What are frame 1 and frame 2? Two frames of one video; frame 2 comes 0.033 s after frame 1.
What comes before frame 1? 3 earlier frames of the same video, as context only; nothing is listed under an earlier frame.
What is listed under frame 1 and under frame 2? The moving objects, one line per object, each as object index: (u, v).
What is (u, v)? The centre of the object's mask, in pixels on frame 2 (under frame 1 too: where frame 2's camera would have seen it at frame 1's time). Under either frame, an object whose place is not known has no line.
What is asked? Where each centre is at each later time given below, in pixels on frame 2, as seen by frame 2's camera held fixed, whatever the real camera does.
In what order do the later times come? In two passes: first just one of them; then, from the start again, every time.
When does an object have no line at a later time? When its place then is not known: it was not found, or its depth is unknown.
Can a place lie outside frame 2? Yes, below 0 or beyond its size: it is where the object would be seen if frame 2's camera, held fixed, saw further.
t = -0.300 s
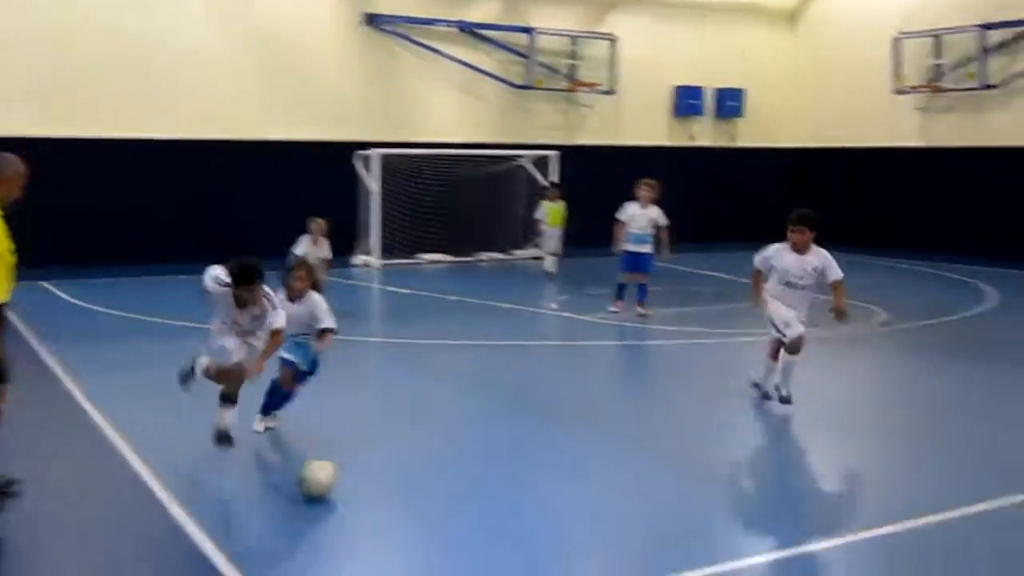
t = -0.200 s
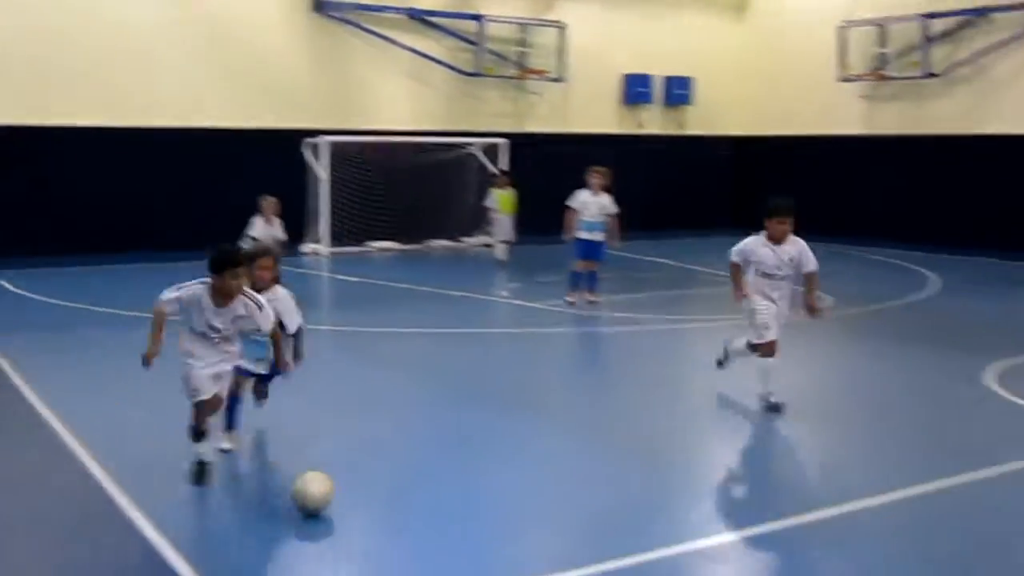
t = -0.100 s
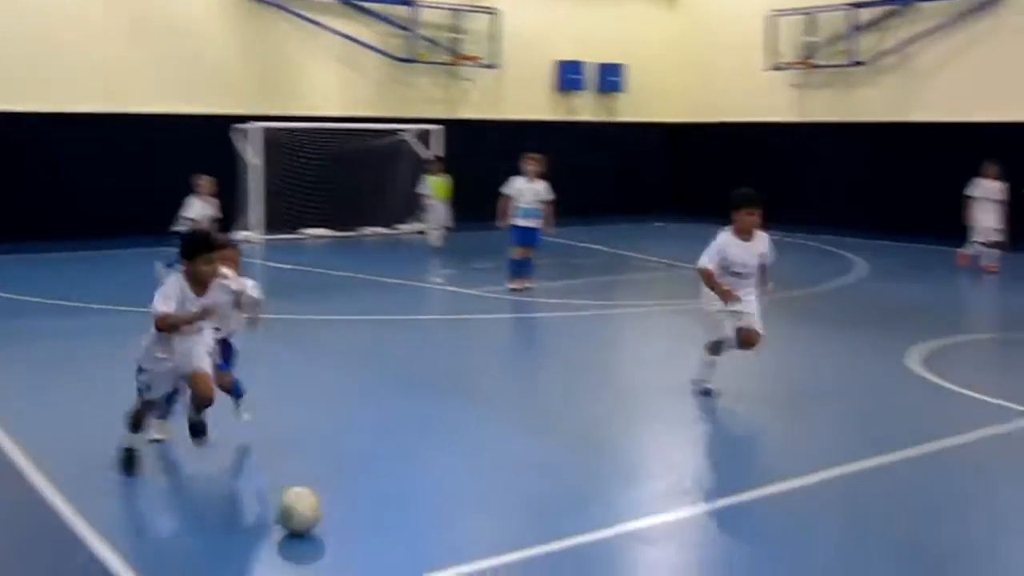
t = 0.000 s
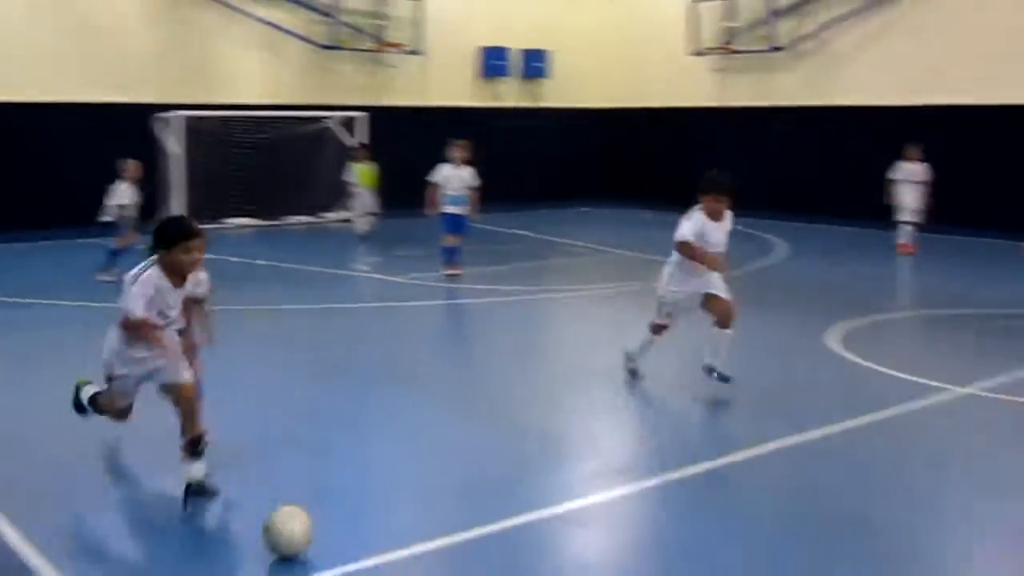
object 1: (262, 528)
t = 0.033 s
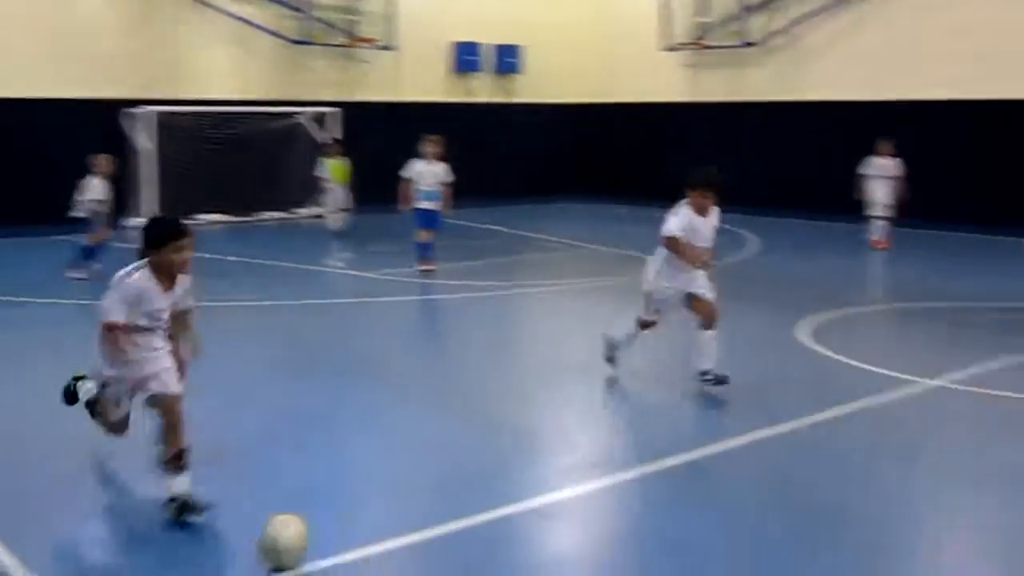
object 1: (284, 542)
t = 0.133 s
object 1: (359, 574)
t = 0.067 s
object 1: (309, 553)
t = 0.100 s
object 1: (332, 563)
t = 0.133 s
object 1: (359, 574)
